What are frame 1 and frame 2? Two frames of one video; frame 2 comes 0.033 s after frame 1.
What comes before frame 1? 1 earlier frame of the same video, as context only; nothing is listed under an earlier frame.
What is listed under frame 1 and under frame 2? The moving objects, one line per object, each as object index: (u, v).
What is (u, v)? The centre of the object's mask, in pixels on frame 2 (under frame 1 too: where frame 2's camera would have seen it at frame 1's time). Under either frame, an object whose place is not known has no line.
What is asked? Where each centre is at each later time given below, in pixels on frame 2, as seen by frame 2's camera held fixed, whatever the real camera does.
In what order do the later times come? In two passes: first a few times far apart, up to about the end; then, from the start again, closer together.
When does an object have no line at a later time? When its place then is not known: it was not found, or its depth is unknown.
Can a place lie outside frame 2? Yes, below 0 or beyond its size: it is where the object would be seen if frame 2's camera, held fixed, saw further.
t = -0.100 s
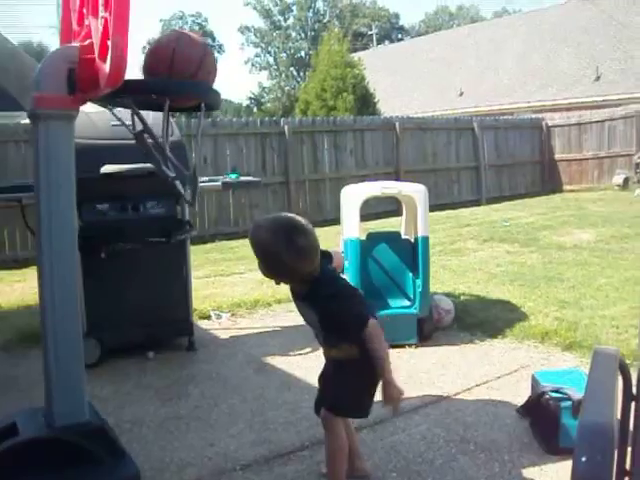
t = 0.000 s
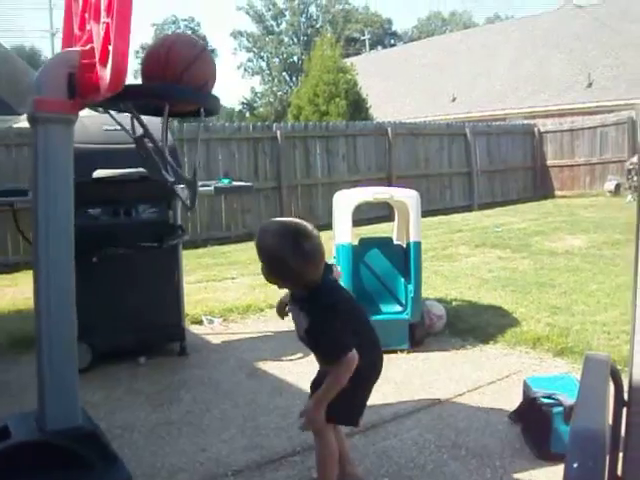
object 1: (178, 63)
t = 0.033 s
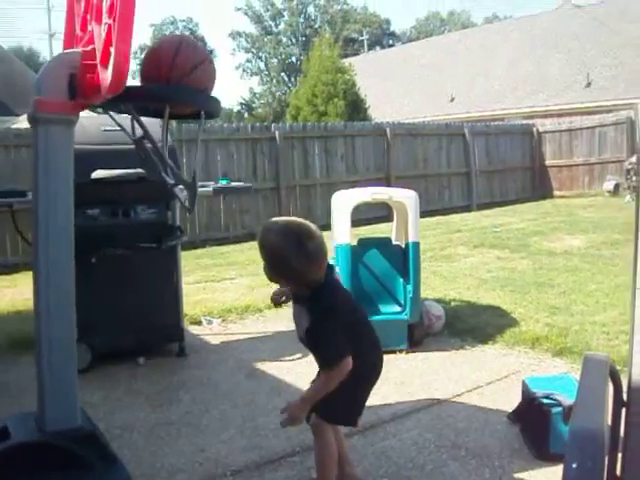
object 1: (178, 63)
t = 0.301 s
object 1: (183, 128)
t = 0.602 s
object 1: (228, 189)
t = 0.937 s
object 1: (291, 340)
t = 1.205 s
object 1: (336, 217)
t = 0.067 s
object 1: (178, 63)
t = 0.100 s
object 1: (177, 65)
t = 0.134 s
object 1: (176, 68)
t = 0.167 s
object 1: (174, 86)
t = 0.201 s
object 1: (171, 105)
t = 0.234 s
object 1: (171, 125)
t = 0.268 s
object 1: (175, 125)
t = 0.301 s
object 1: (183, 128)
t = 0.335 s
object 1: (185, 130)
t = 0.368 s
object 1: (188, 134)
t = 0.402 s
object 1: (194, 139)
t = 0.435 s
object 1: (200, 142)
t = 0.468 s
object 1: (205, 148)
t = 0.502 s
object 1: (209, 155)
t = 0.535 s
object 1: (216, 163)
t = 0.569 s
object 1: (228, 176)
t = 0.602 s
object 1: (228, 189)
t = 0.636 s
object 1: (234, 204)
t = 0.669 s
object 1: (238, 222)
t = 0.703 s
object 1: (246, 244)
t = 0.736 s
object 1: (252, 266)
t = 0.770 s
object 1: (259, 291)
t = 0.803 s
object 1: (265, 318)
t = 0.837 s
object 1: (271, 347)
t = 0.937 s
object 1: (291, 340)
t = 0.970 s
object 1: (295, 311)
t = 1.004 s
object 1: (301, 290)
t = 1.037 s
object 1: (308, 270)
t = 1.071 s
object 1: (313, 253)
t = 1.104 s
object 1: (319, 240)
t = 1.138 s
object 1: (325, 230)
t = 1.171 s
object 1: (331, 222)
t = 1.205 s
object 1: (336, 217)
